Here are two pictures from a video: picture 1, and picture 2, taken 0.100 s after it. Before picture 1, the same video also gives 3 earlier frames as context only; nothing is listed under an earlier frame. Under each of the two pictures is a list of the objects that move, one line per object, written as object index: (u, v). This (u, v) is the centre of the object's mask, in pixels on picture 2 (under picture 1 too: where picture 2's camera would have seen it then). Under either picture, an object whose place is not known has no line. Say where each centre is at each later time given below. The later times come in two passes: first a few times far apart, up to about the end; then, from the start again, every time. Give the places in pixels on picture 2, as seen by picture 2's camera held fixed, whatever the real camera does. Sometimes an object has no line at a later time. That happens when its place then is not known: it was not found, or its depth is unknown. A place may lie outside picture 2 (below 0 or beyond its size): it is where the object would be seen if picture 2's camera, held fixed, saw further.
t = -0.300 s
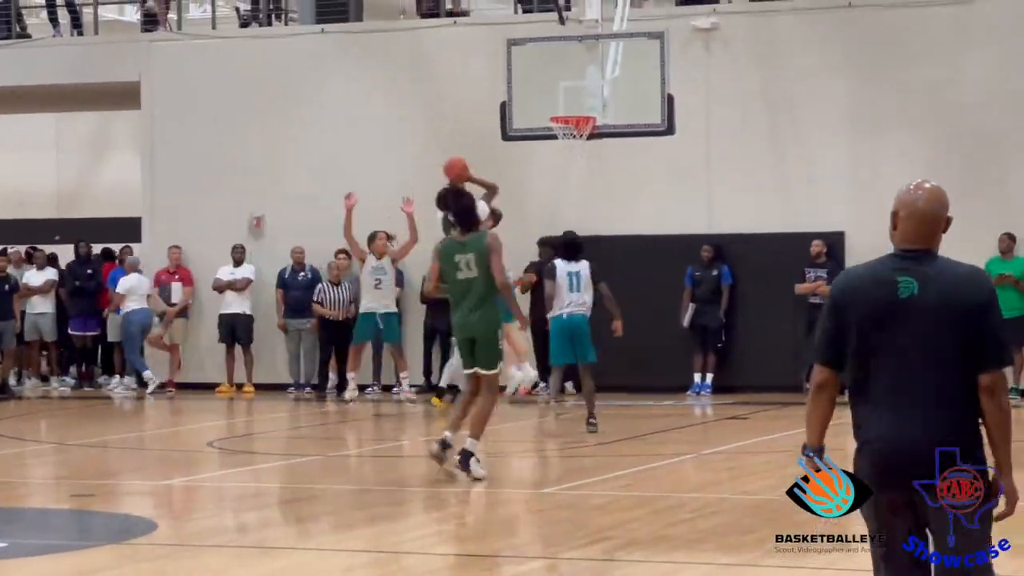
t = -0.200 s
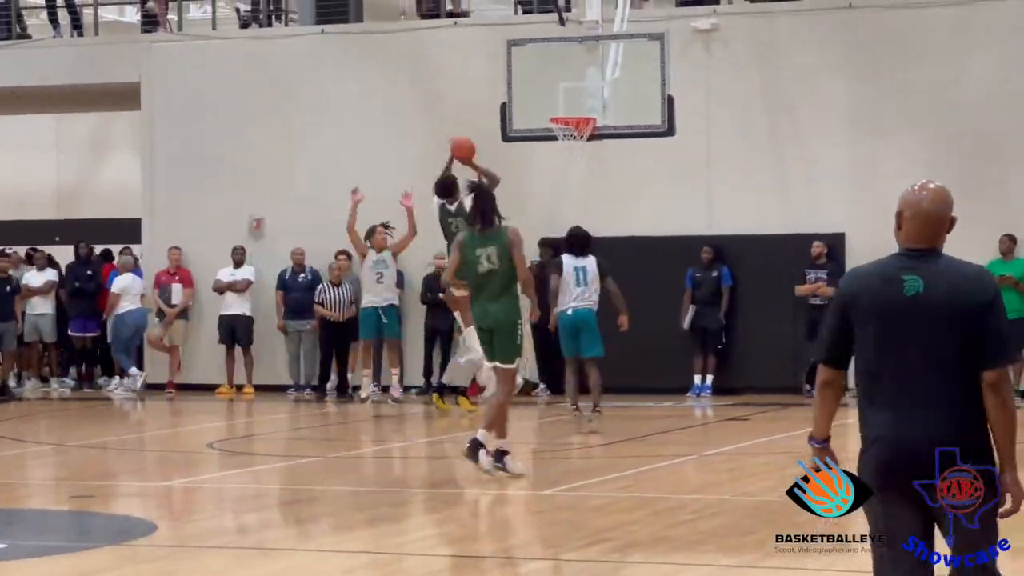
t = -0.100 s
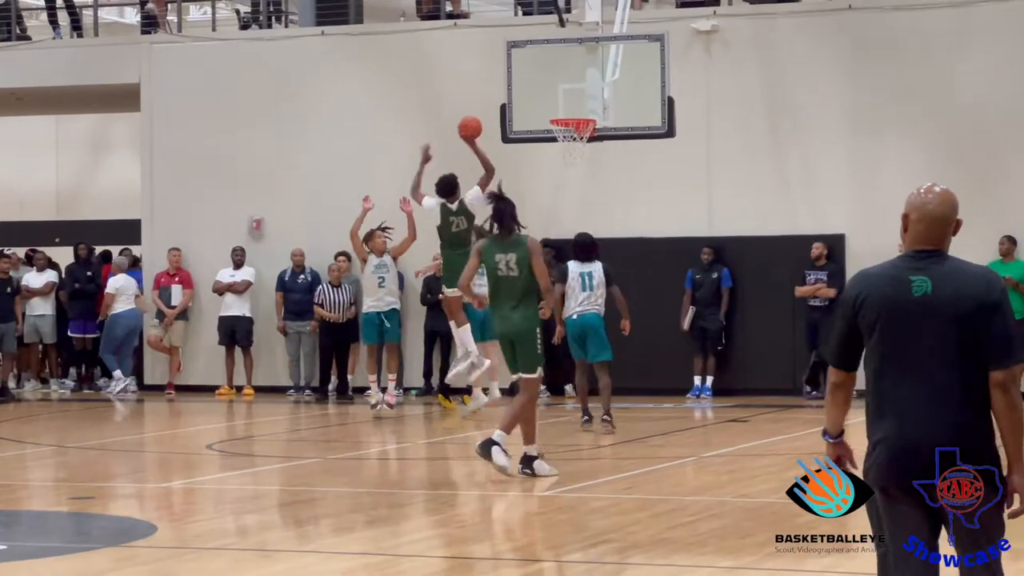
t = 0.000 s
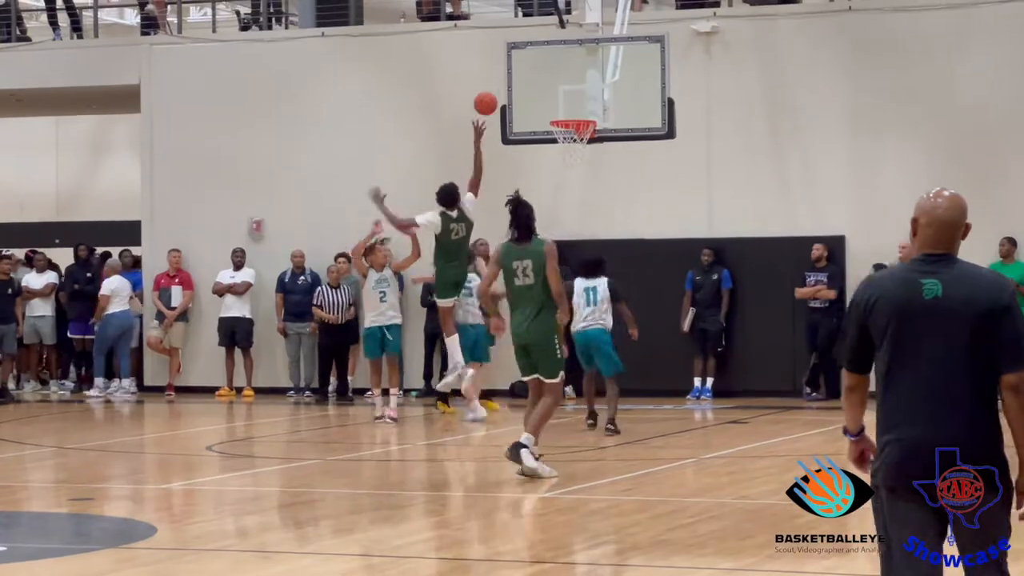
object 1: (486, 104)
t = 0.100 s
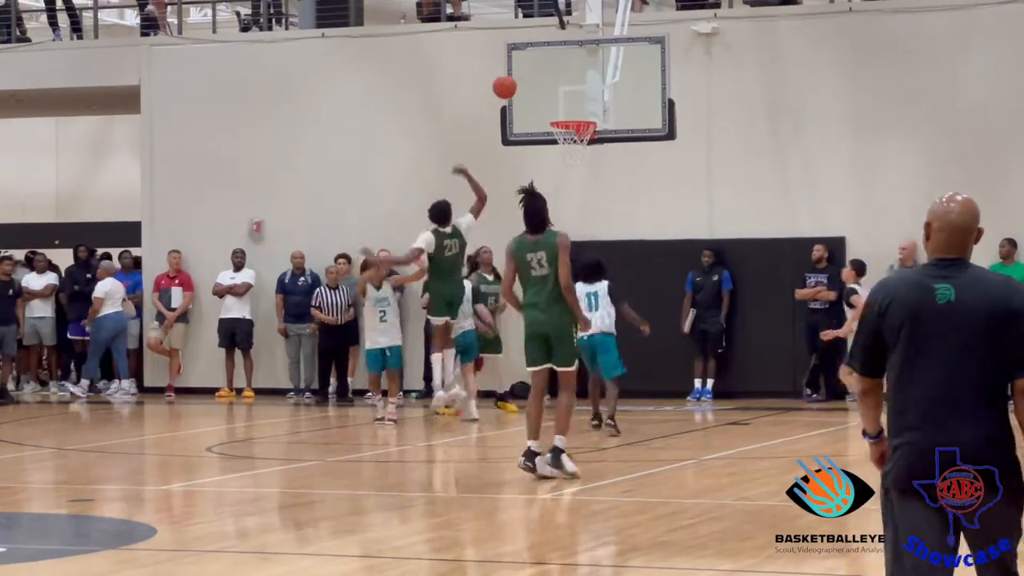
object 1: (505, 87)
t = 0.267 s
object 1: (535, 80)
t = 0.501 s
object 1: (577, 112)
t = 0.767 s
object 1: (577, 123)
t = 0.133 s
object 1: (511, 84)
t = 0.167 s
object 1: (517, 81)
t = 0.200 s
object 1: (523, 79)
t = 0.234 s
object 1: (529, 79)
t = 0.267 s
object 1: (535, 80)
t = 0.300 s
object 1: (541, 81)
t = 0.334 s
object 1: (547, 84)
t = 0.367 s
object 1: (553, 88)
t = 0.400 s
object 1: (559, 93)
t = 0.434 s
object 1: (565, 99)
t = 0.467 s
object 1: (571, 106)
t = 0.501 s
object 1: (577, 112)
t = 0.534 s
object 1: (578, 115)
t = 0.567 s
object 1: (573, 116)
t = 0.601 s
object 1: (566, 120)
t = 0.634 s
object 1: (570, 116)
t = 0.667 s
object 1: (574, 117)
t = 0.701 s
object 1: (577, 119)
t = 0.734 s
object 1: (575, 121)
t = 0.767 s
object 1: (577, 123)
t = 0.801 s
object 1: (569, 134)
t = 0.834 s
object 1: (565, 141)
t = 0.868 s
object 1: (562, 140)
